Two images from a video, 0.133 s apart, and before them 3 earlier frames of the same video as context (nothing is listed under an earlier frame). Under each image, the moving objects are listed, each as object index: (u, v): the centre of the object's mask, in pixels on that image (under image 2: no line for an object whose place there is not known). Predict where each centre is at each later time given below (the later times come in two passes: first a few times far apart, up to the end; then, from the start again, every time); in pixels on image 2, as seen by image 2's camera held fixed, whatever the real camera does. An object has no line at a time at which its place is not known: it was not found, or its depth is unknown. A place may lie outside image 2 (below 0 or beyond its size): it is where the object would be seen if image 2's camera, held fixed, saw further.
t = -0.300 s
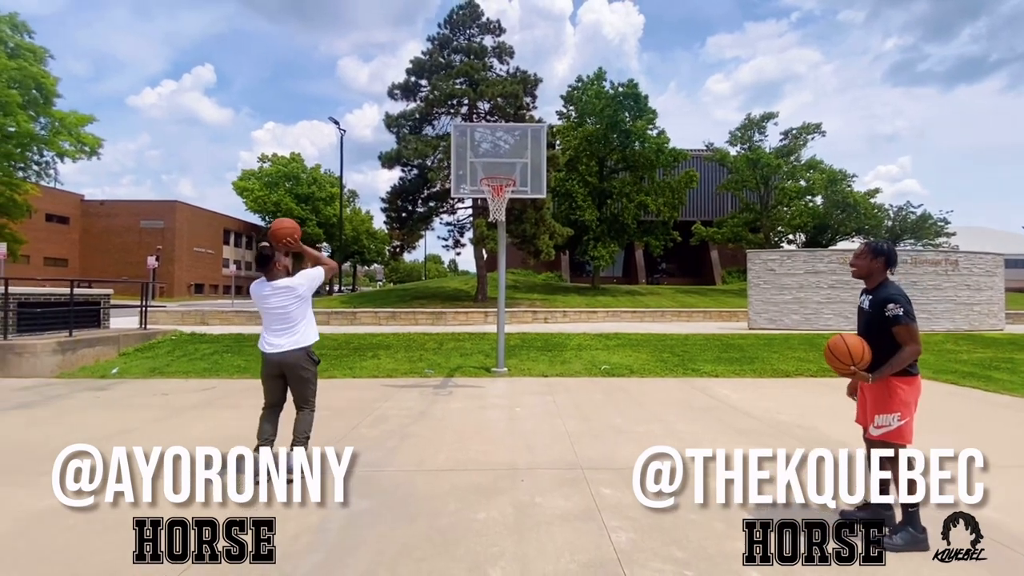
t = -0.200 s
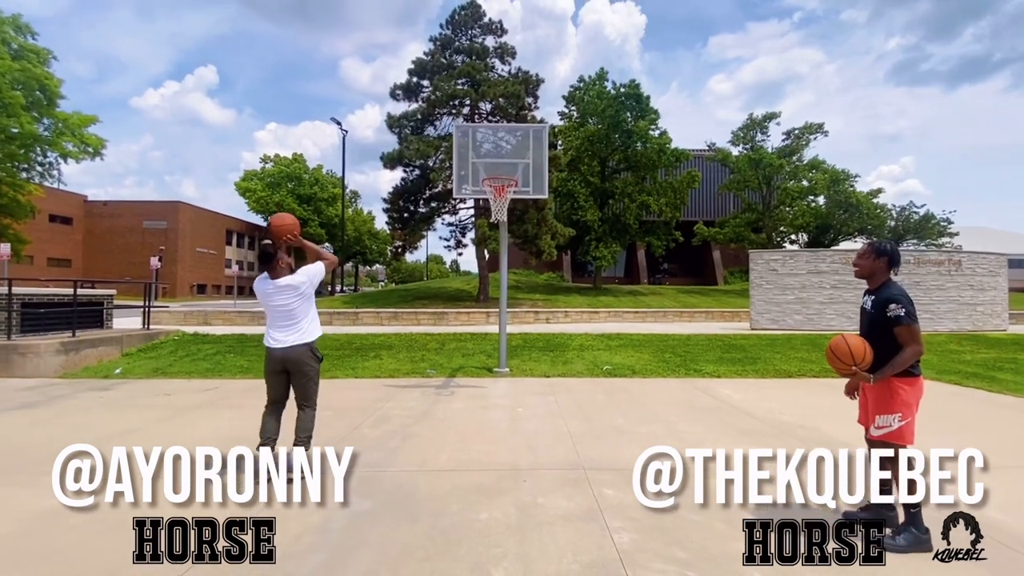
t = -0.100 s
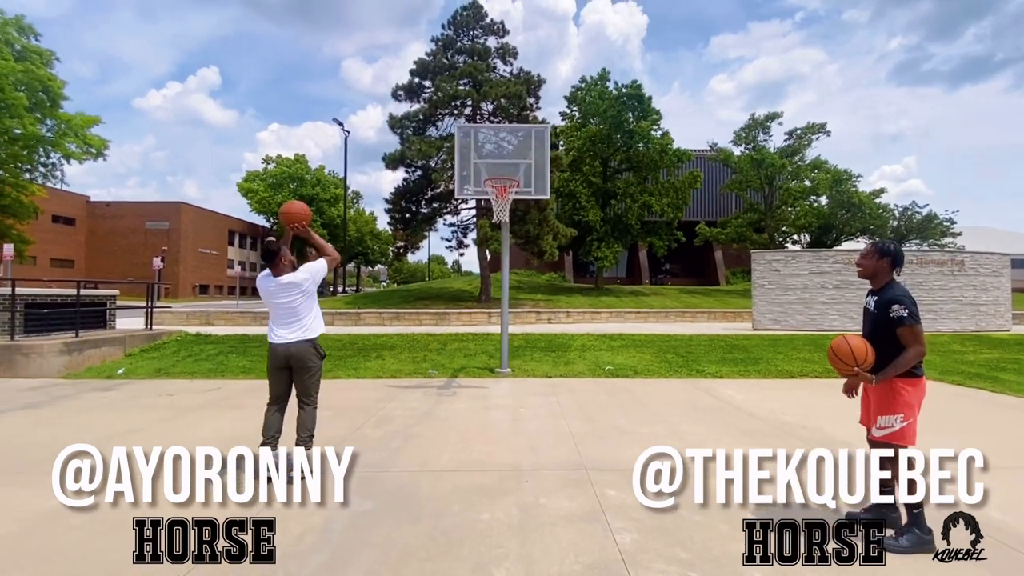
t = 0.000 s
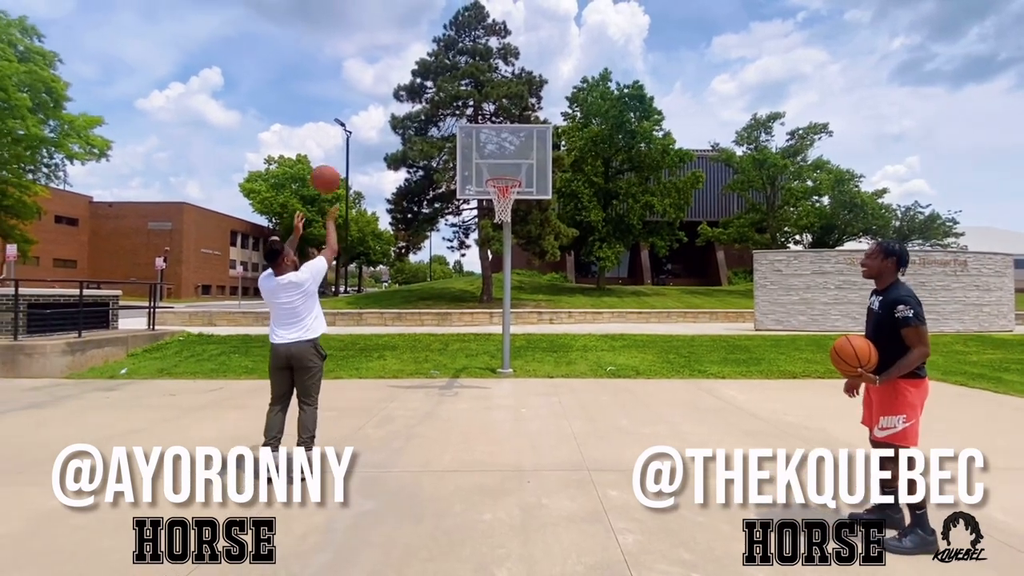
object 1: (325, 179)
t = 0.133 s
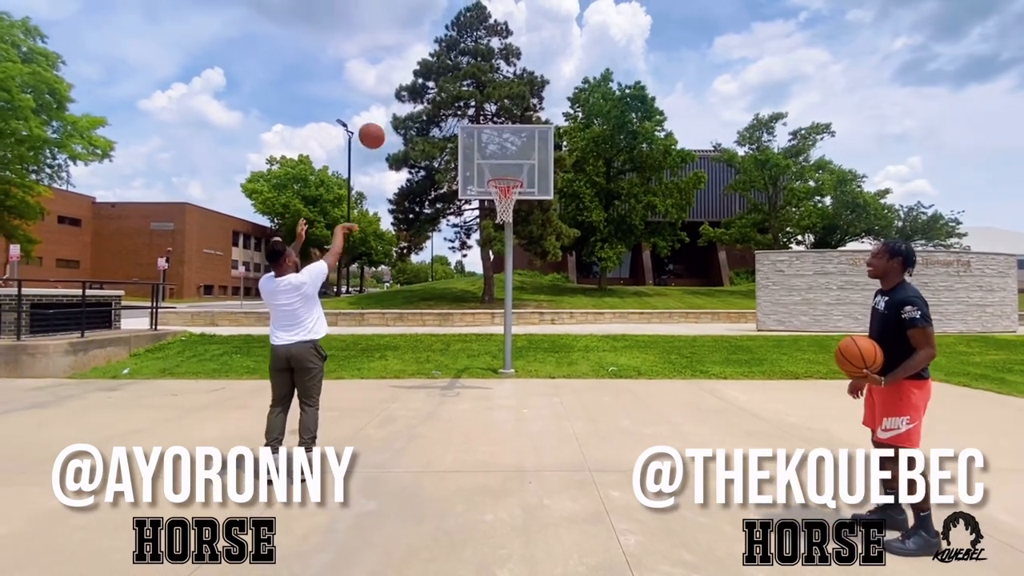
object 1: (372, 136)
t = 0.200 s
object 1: (390, 123)
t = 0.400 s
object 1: (438, 115)
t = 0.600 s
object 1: (475, 139)
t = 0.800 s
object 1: (505, 185)
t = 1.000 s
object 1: (518, 201)
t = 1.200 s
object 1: (516, 213)
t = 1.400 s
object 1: (511, 263)
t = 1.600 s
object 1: (506, 345)
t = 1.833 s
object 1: (499, 351)
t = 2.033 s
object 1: (493, 284)
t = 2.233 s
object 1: (487, 247)
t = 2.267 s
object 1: (486, 244)
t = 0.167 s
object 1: (381, 129)
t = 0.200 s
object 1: (390, 123)
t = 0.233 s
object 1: (399, 119)
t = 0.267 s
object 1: (407, 116)
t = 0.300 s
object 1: (416, 114)
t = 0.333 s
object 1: (424, 114)
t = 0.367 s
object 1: (430, 113)
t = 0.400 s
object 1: (438, 115)
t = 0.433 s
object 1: (444, 117)
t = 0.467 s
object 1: (451, 120)
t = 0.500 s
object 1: (457, 124)
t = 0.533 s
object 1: (464, 128)
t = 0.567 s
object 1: (469, 134)
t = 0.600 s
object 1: (475, 139)
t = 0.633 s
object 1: (480, 146)
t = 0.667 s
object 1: (485, 154)
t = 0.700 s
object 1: (490, 161)
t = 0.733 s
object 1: (495, 169)
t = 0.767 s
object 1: (500, 174)
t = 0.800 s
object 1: (505, 185)
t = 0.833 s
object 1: (509, 188)
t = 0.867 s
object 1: (515, 192)
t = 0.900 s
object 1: (520, 193)
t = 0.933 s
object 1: (520, 197)
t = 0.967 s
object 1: (520, 197)
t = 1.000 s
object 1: (518, 201)
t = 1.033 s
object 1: (519, 199)
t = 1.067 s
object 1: (518, 200)
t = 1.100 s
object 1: (517, 201)
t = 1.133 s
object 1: (517, 205)
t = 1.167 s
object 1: (516, 208)
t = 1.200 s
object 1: (516, 213)
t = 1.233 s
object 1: (515, 220)
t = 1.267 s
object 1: (514, 226)
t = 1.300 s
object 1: (514, 234)
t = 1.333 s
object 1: (513, 243)
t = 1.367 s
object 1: (512, 252)
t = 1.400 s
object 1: (511, 263)
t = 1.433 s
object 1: (510, 274)
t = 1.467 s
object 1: (510, 286)
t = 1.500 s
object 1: (509, 300)
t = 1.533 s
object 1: (508, 313)
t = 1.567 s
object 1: (507, 329)
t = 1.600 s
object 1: (506, 345)
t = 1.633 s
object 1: (506, 362)
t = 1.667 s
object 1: (504, 380)
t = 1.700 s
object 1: (503, 399)
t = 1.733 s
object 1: (502, 396)
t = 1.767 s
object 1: (501, 380)
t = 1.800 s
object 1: (500, 365)
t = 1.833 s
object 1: (499, 351)
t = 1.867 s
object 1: (498, 337)
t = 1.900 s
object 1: (497, 325)
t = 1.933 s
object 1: (496, 313)
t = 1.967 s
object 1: (495, 303)
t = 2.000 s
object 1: (494, 292)
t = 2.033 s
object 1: (493, 284)
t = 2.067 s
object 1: (493, 275)
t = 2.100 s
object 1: (492, 268)
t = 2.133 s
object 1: (491, 262)
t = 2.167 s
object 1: (490, 256)
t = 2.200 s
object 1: (489, 251)
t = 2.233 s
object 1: (487, 247)
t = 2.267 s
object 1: (486, 244)
